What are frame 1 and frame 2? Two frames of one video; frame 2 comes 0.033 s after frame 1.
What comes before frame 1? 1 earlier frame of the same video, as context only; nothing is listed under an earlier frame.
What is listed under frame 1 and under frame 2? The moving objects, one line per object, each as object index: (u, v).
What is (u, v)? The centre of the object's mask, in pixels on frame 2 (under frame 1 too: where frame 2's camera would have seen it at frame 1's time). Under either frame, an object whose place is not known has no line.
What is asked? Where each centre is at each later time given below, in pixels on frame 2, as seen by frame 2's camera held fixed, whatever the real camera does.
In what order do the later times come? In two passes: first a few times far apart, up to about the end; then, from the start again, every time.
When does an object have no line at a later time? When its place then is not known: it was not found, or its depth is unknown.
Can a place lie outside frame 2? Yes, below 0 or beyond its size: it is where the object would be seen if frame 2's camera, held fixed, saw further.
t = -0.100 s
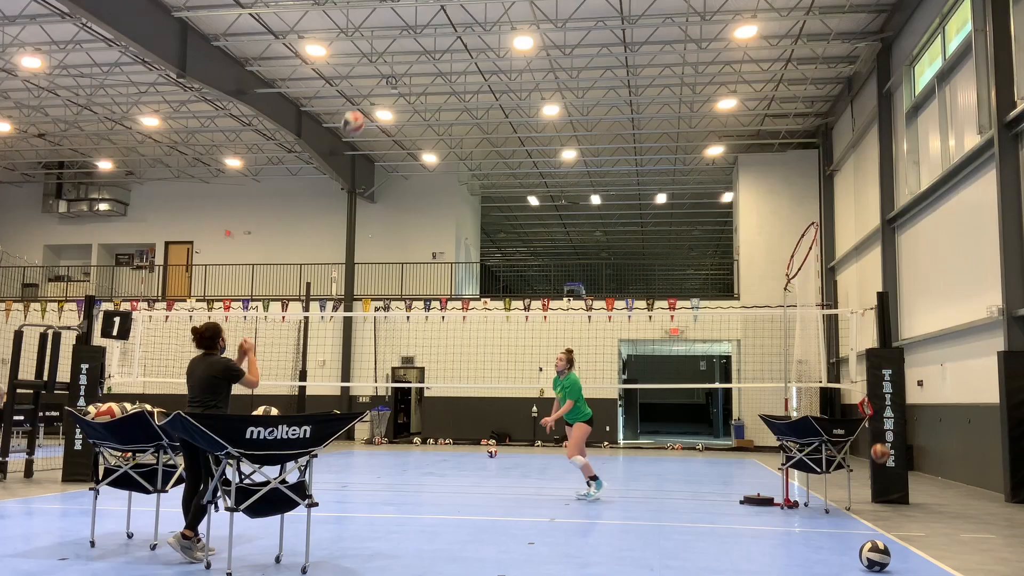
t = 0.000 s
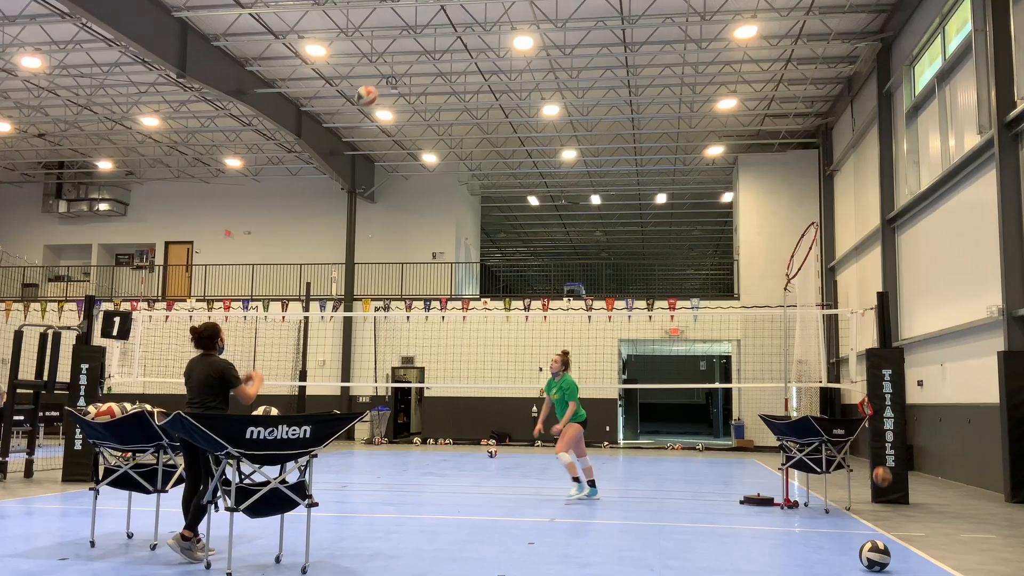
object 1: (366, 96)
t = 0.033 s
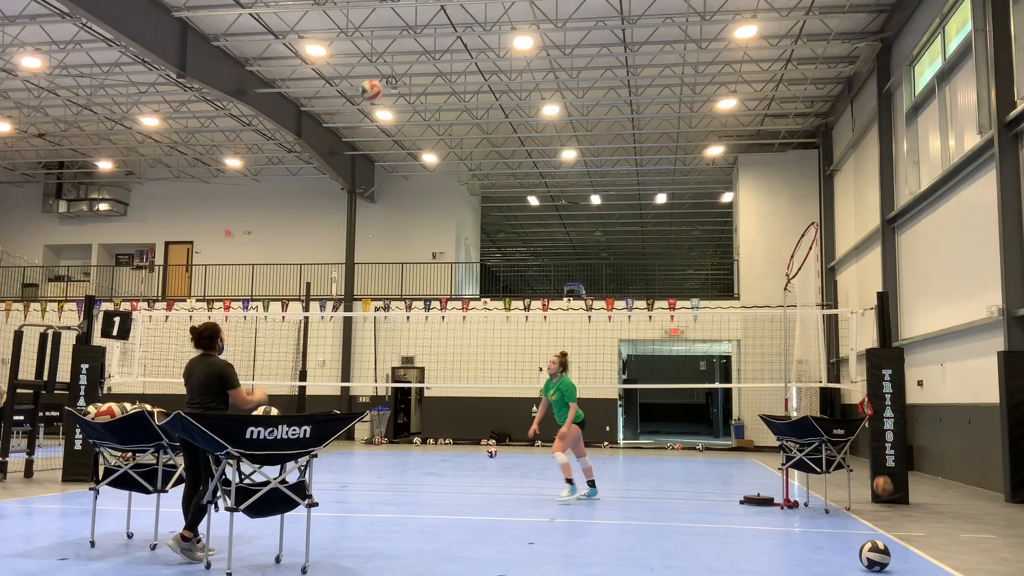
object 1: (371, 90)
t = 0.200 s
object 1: (392, 77)
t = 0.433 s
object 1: (418, 102)
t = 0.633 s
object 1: (437, 159)
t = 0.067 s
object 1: (375, 85)
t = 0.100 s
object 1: (380, 82)
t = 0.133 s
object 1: (384, 79)
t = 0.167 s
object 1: (388, 78)
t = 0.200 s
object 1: (392, 77)
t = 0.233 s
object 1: (396, 78)
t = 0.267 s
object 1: (399, 79)
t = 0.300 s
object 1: (404, 82)
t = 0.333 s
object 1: (407, 85)
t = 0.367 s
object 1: (411, 91)
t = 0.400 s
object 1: (414, 96)
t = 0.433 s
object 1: (418, 102)
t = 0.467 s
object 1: (421, 109)
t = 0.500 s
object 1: (425, 118)
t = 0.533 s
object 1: (428, 127)
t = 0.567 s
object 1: (430, 136)
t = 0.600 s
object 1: (434, 146)
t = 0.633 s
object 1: (437, 159)
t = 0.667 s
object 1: (440, 172)
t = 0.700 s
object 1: (442, 185)
